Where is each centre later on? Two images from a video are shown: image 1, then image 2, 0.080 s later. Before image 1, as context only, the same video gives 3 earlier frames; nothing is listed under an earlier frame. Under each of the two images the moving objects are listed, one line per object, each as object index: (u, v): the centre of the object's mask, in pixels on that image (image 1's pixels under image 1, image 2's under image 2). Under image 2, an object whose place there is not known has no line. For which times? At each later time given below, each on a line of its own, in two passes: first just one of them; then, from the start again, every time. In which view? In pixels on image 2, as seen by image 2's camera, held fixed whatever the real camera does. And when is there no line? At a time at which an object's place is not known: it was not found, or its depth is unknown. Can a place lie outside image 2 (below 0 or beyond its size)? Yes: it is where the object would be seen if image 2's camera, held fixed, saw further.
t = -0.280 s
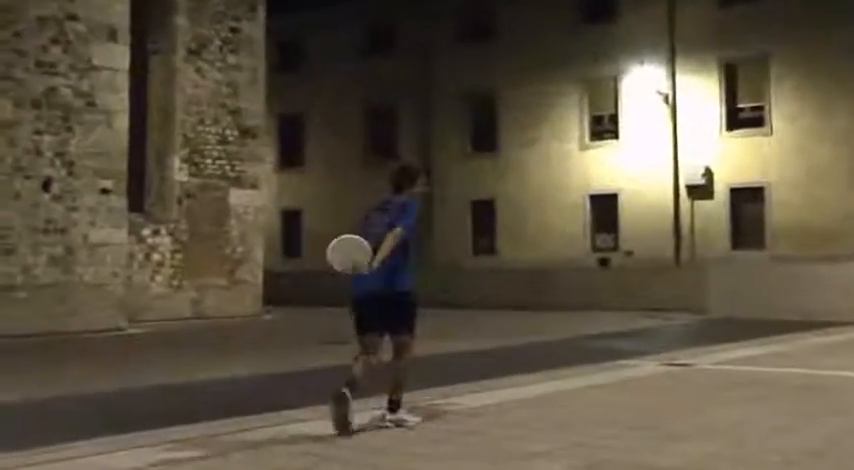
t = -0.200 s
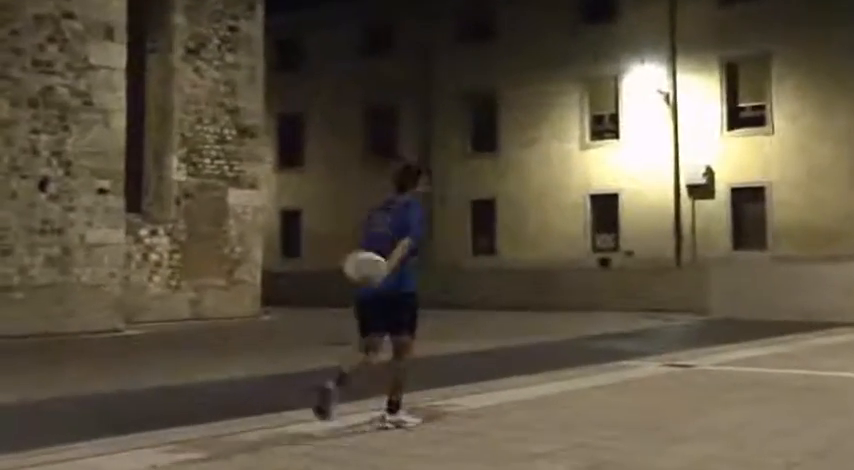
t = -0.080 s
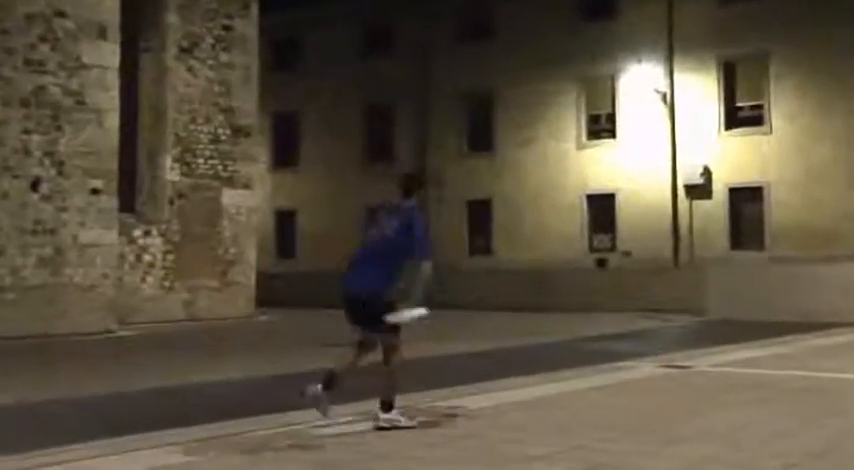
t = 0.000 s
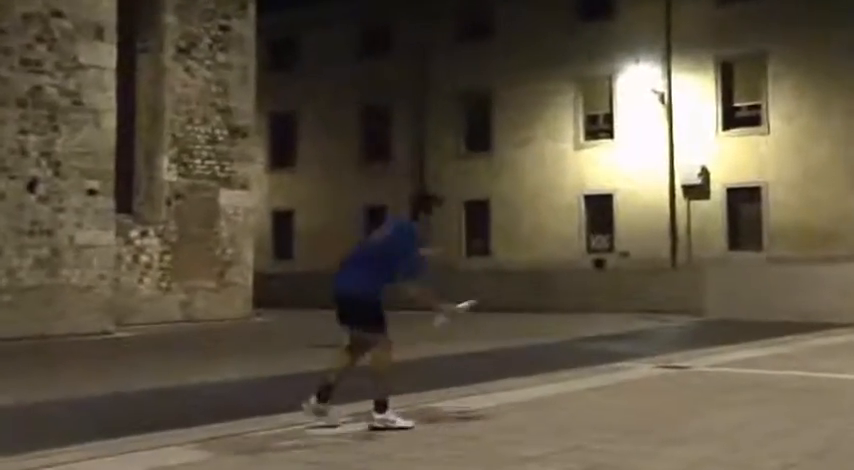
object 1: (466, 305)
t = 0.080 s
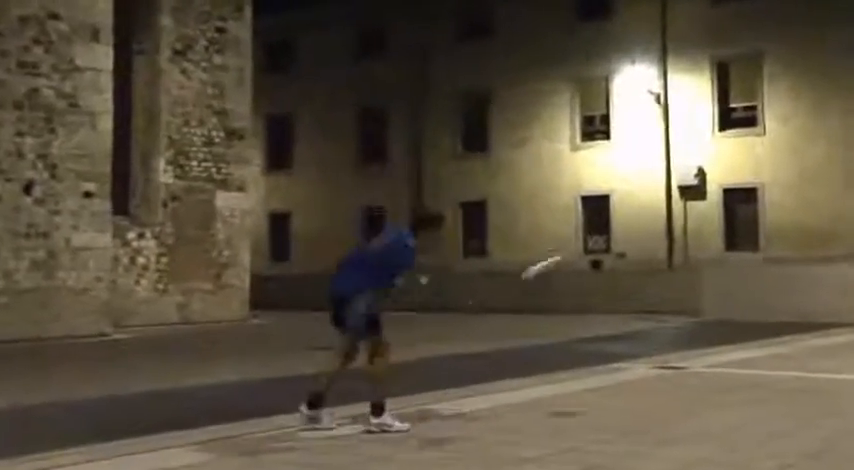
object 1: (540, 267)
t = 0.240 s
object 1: (712, 197)
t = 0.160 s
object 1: (633, 225)
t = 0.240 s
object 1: (712, 197)
